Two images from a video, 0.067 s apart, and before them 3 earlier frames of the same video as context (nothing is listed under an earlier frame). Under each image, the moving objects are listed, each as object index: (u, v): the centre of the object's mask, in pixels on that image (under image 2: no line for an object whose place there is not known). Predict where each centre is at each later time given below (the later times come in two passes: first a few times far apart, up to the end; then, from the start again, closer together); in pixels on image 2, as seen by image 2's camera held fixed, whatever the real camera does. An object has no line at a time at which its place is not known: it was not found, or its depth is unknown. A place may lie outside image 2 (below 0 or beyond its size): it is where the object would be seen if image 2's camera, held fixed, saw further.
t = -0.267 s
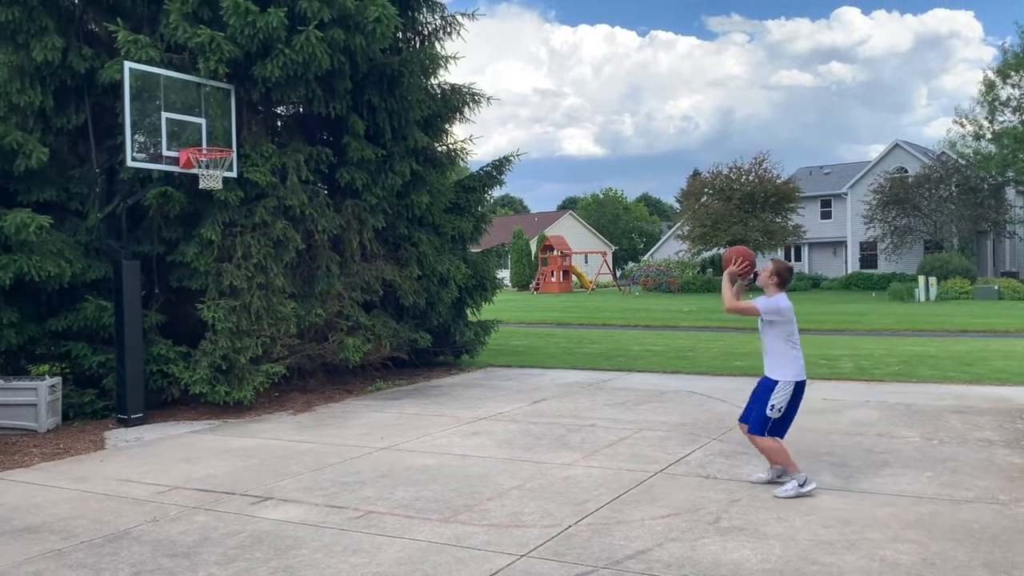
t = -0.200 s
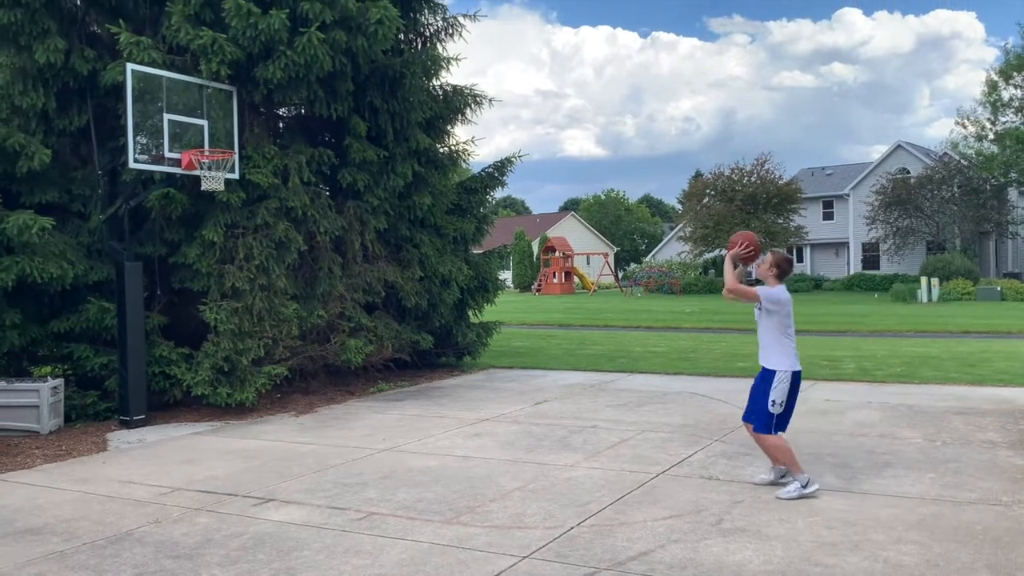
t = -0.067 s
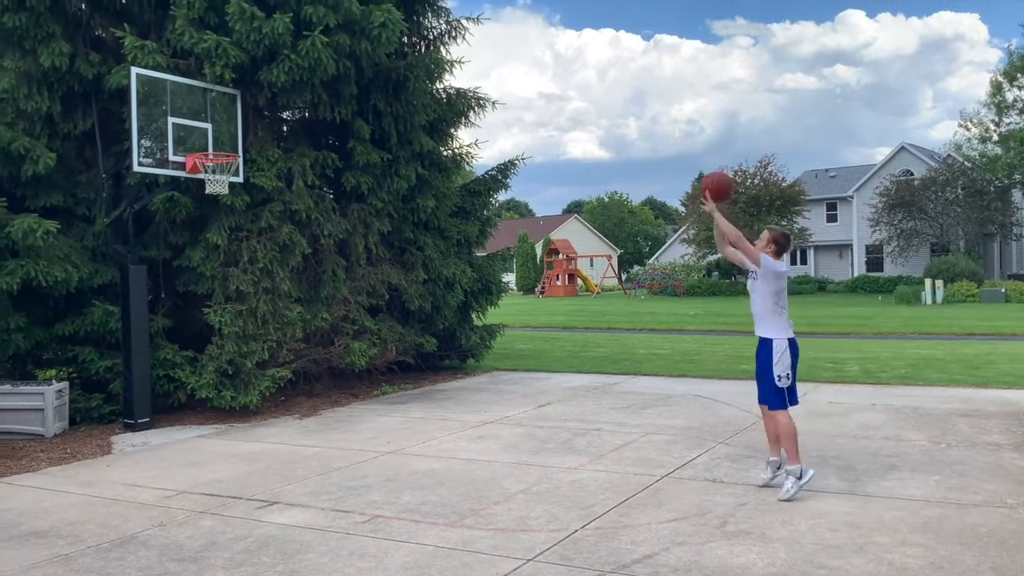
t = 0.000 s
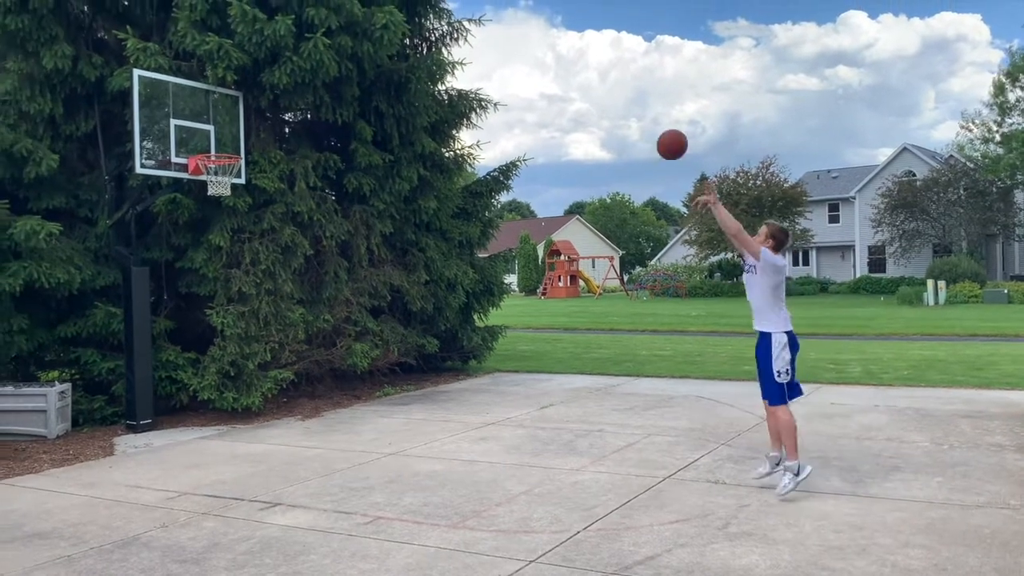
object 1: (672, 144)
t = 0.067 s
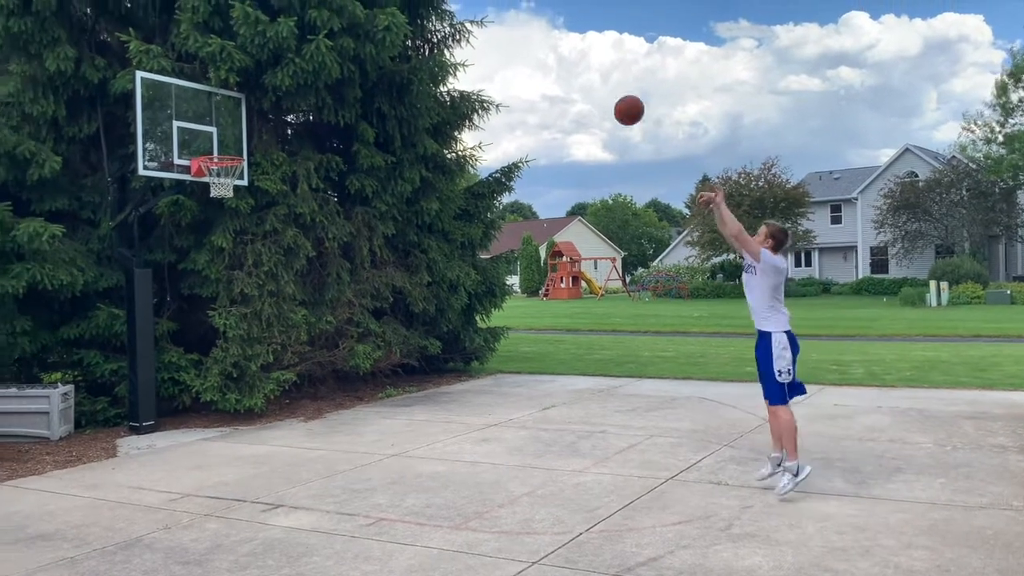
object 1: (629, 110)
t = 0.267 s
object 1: (509, 42)
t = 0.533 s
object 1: (378, 29)
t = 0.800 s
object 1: (273, 84)
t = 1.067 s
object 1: (234, 173)
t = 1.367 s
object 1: (217, 189)
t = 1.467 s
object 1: (216, 194)
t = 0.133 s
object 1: (586, 81)
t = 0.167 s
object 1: (566, 69)
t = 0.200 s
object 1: (546, 59)
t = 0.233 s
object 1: (527, 50)
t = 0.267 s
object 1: (509, 42)
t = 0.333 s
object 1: (474, 32)
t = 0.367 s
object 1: (456, 28)
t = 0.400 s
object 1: (440, 26)
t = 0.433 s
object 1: (424, 25)
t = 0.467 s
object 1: (409, 25)
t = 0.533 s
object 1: (378, 29)
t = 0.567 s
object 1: (364, 32)
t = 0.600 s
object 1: (350, 36)
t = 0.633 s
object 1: (336, 42)
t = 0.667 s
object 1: (322, 49)
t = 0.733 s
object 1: (297, 65)
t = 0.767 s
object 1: (285, 74)
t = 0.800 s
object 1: (273, 84)
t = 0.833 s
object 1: (261, 95)
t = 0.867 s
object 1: (250, 107)
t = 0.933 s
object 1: (228, 134)
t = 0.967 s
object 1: (217, 147)
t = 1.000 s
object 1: (211, 161)
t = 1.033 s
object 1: (217, 169)
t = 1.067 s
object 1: (234, 173)
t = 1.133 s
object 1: (242, 167)
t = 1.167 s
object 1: (241, 174)
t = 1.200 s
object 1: (239, 172)
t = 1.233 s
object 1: (234, 173)
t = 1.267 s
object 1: (230, 174)
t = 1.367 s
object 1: (217, 189)
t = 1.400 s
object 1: (216, 192)
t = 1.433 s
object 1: (216, 194)
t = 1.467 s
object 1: (216, 194)
